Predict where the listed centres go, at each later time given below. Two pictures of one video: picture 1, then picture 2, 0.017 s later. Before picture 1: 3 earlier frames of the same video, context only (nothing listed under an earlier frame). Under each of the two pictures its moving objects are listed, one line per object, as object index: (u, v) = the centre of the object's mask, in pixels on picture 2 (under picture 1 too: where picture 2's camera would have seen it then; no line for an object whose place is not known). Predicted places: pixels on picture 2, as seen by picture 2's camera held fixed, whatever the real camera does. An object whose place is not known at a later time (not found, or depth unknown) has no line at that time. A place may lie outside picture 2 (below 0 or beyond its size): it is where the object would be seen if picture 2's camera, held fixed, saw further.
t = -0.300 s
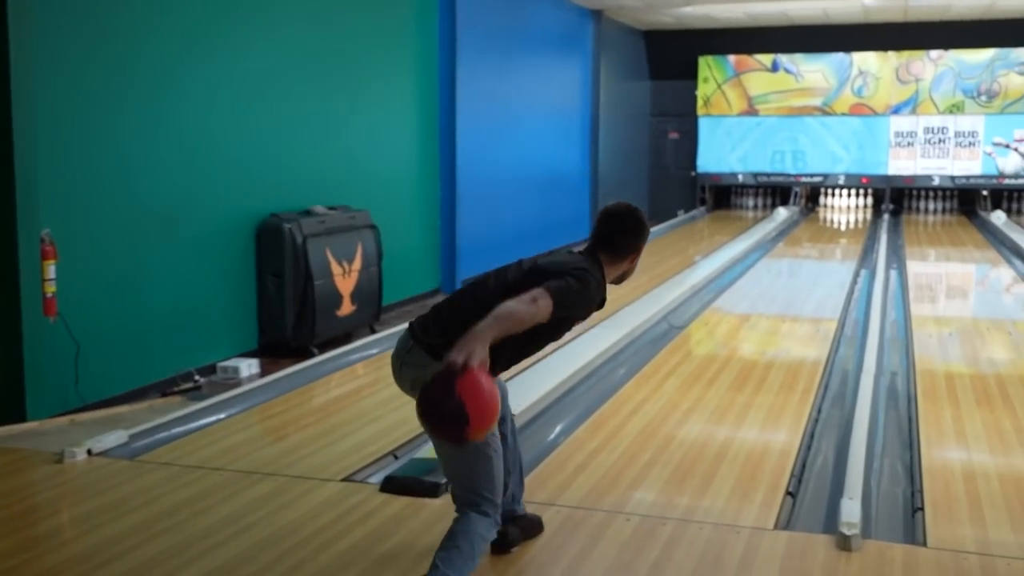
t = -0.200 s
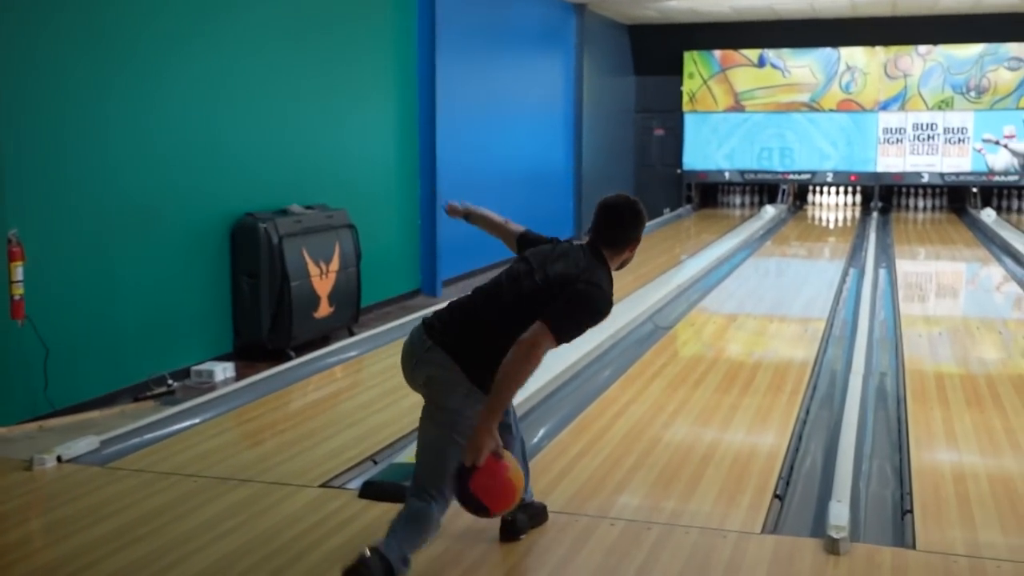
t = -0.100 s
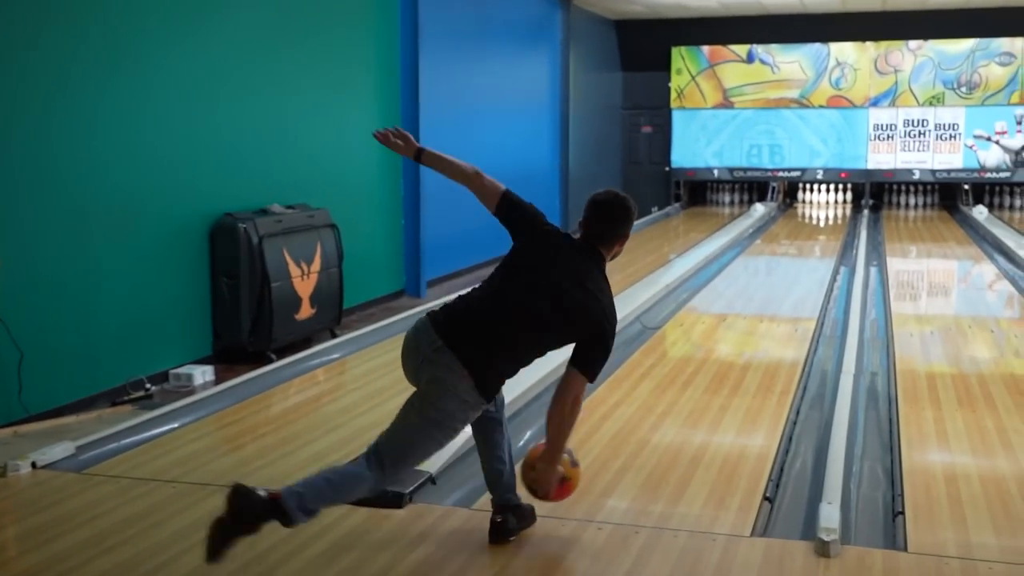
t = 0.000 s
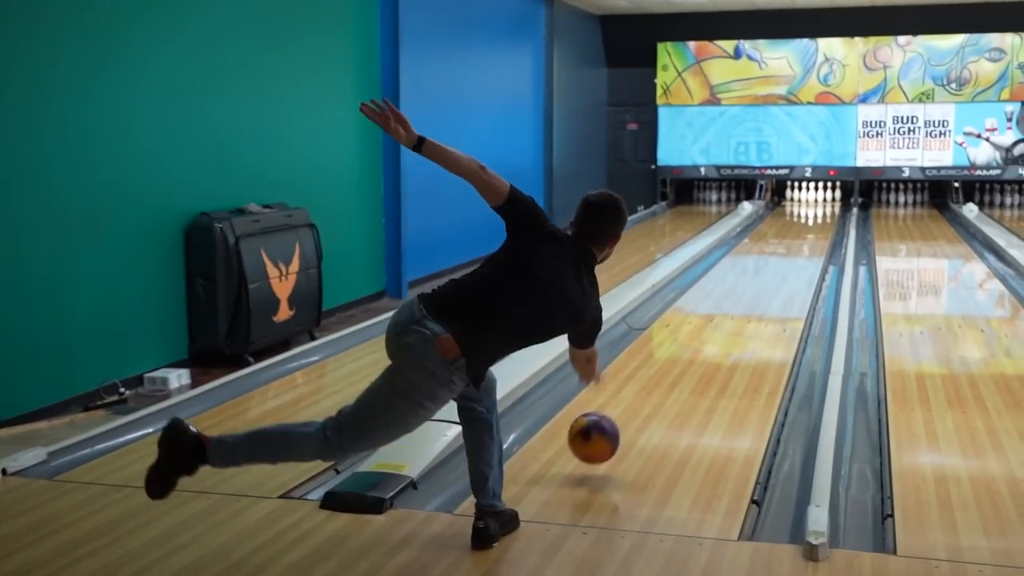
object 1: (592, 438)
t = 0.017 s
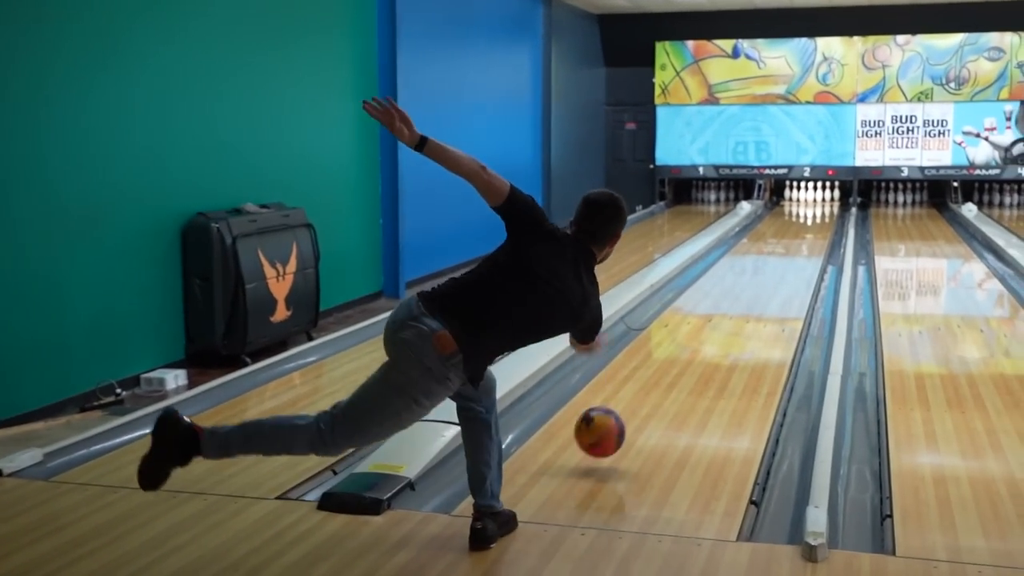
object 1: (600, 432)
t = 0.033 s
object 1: (607, 426)
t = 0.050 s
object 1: (614, 422)
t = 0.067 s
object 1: (621, 418)
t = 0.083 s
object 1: (628, 415)
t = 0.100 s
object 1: (634, 413)
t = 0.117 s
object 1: (640, 405)
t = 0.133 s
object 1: (646, 400)
